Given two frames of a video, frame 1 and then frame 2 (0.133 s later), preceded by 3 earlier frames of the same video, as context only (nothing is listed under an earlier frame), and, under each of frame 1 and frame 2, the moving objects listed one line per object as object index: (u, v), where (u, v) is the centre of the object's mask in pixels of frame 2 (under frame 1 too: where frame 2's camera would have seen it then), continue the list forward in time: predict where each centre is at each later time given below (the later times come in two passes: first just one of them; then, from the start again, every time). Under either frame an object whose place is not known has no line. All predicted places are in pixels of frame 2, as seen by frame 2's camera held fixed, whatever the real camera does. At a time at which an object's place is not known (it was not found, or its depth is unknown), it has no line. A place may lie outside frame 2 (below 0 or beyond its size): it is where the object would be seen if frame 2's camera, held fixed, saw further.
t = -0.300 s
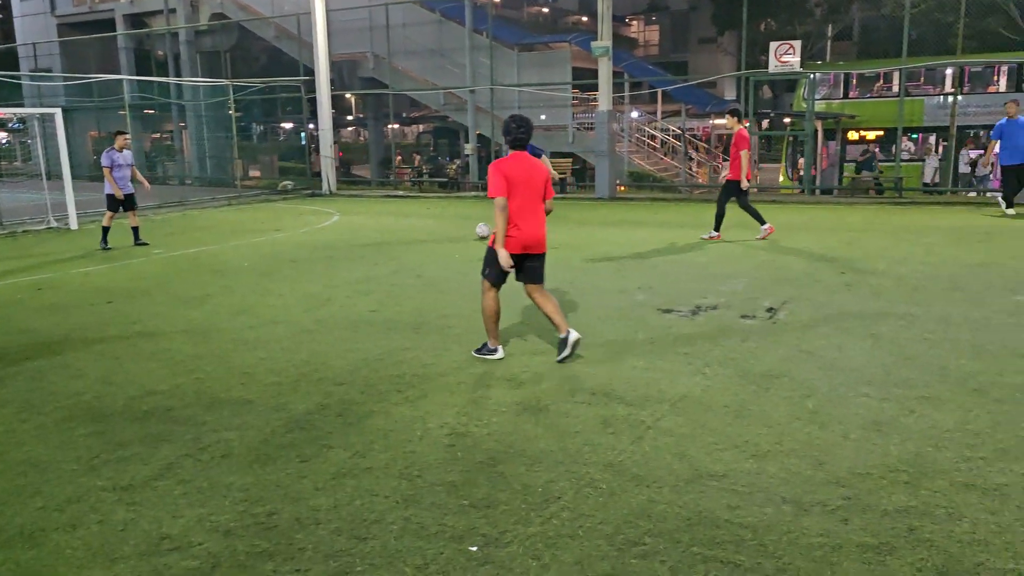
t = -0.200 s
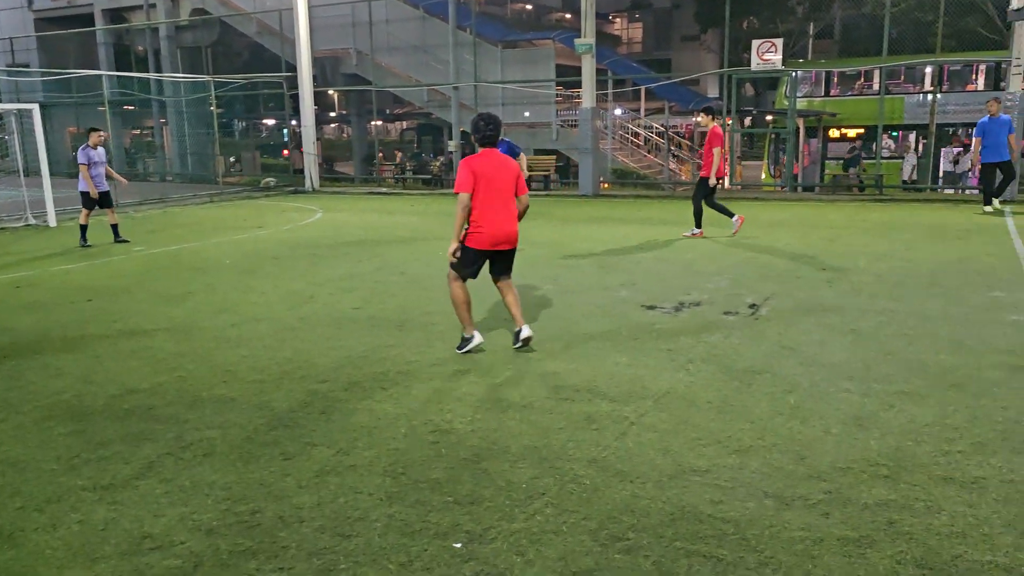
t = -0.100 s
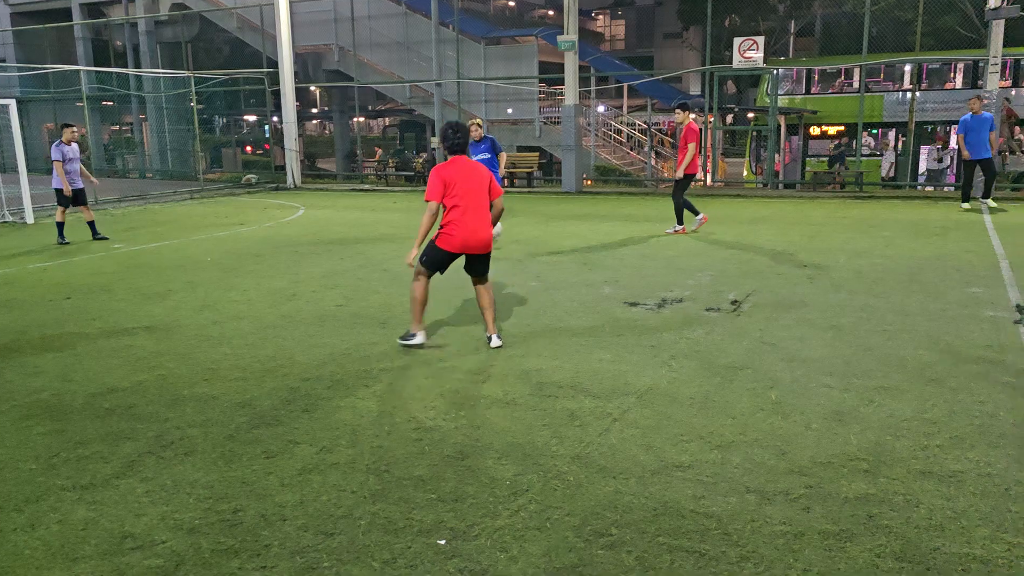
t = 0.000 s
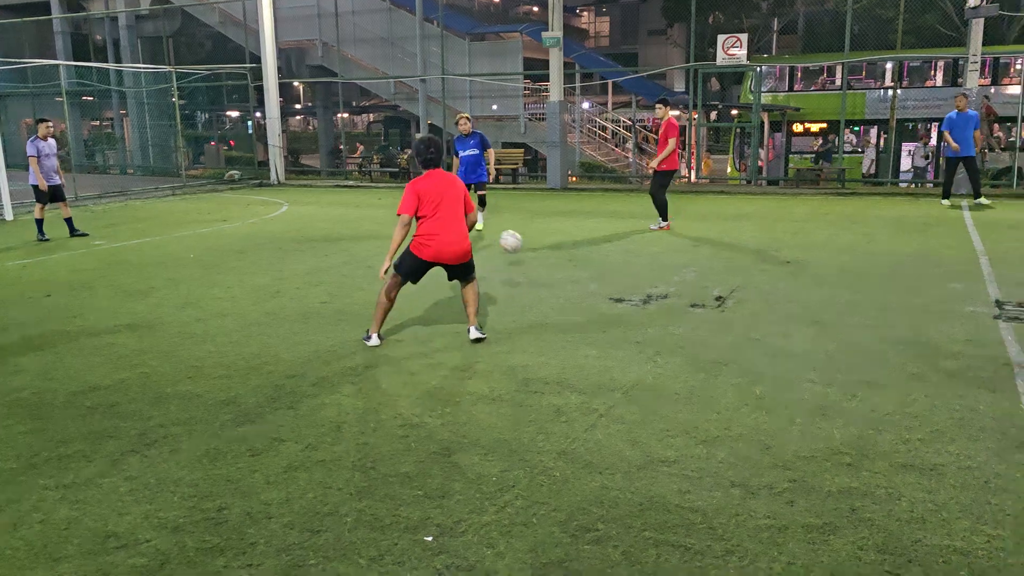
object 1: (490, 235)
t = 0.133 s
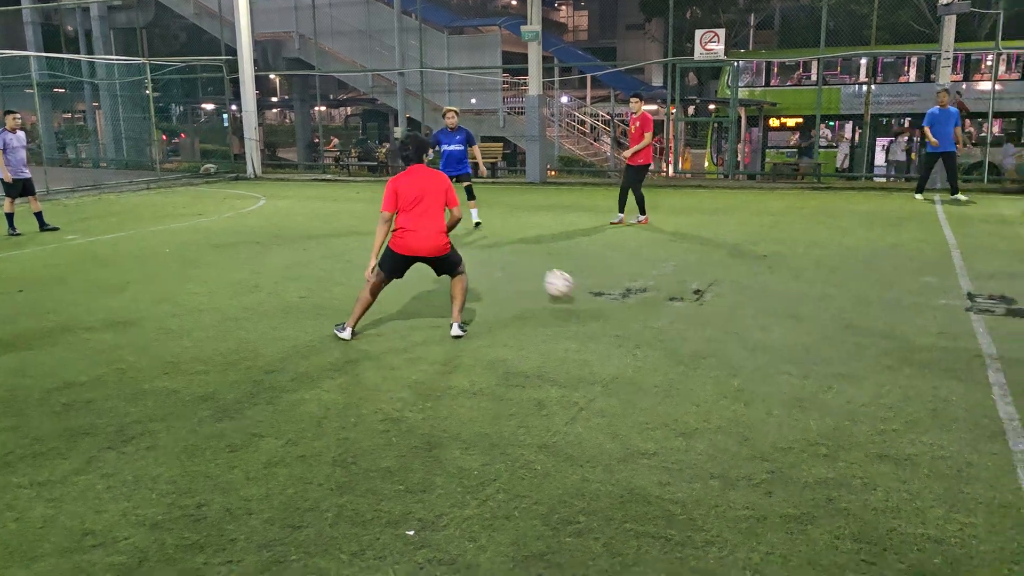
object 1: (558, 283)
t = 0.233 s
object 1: (625, 310)
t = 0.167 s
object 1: (580, 304)
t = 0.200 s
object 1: (601, 307)
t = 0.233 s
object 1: (625, 310)
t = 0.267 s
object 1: (651, 316)
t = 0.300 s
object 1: (682, 325)
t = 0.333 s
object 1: (716, 337)
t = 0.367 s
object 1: (754, 353)
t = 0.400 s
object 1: (801, 375)
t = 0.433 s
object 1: (854, 403)
